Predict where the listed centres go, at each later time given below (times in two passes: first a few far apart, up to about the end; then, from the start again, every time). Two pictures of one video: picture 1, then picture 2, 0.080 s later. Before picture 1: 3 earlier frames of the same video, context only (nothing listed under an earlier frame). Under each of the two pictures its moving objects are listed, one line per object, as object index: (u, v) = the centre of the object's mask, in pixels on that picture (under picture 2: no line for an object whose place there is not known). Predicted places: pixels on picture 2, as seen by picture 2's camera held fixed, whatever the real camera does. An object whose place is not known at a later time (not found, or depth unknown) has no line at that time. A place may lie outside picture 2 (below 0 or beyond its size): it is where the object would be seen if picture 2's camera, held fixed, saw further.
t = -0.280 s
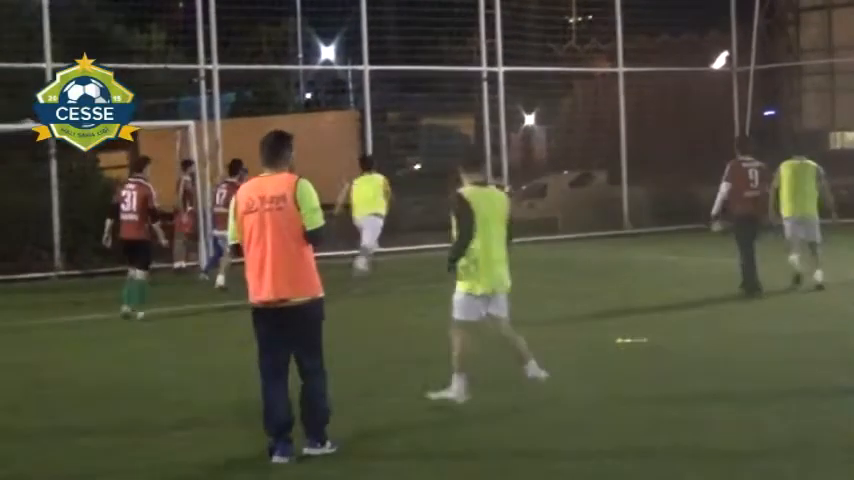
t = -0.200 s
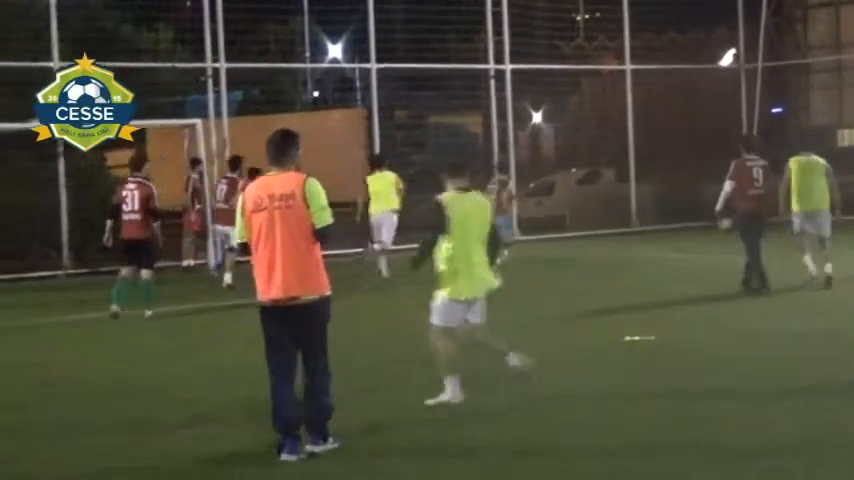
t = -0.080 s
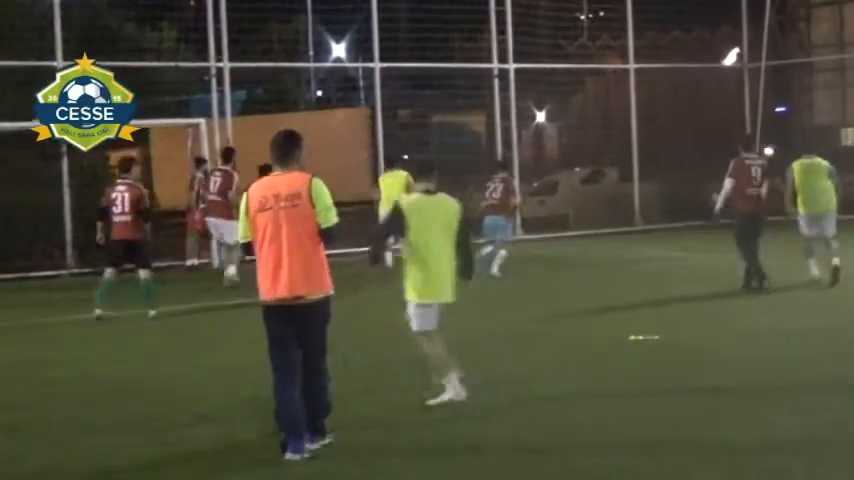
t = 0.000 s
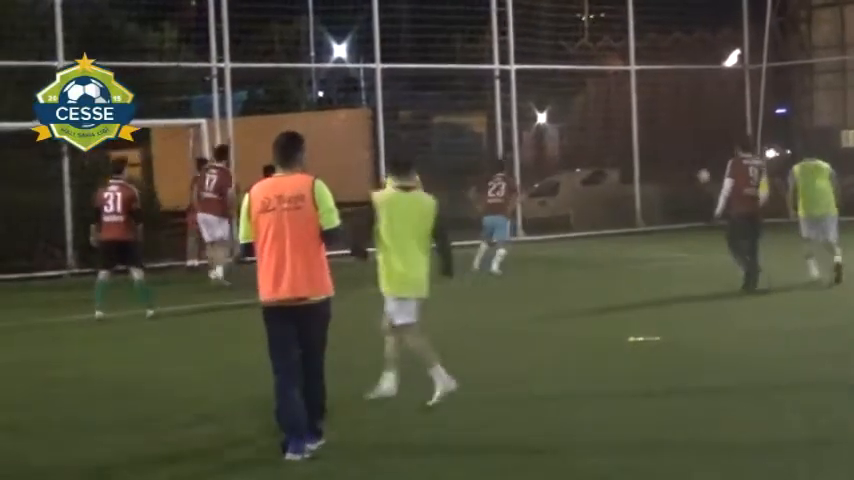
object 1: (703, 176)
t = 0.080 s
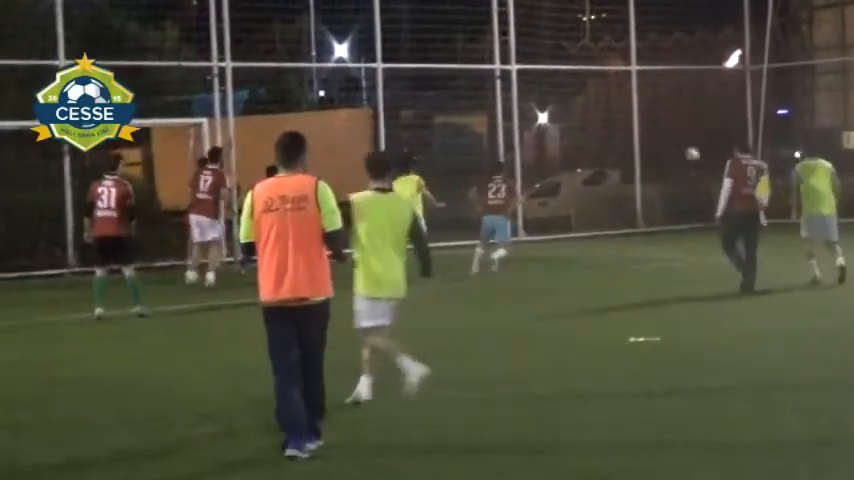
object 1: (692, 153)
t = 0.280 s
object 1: (666, 106)
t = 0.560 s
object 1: (640, 69)
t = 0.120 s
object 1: (687, 142)
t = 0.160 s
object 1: (681, 133)
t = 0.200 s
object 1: (676, 123)
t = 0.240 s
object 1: (671, 113)
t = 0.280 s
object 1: (666, 106)
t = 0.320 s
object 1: (662, 99)
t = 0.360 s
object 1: (658, 91)
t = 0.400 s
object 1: (654, 85)
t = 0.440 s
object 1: (650, 80)
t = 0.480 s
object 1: (646, 76)
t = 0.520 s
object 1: (643, 73)
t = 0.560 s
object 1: (640, 69)
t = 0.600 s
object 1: (636, 68)
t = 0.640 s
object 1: (634, 68)
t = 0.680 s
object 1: (631, 68)
